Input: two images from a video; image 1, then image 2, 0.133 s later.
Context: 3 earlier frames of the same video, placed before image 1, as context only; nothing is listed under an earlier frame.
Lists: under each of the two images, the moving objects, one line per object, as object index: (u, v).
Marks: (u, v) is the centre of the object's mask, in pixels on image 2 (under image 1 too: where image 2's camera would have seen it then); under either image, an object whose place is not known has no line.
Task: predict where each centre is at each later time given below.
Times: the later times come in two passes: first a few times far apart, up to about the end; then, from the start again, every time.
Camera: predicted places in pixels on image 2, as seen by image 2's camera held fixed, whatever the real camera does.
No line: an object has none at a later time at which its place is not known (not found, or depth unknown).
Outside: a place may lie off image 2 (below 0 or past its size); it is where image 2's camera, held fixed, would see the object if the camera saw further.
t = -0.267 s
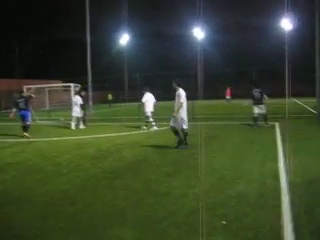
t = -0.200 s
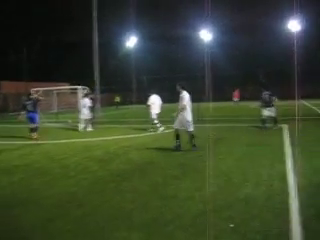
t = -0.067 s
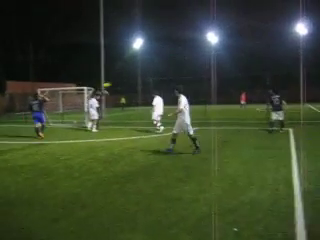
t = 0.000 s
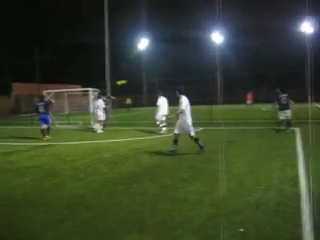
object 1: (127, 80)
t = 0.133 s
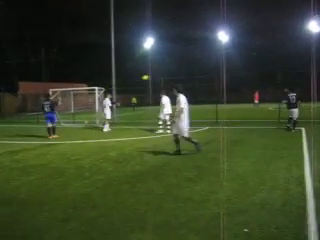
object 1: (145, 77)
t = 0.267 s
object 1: (164, 77)
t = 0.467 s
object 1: (193, 85)
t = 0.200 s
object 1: (155, 76)
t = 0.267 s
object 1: (164, 77)
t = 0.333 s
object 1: (173, 78)
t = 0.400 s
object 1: (182, 81)
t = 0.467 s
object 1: (193, 85)
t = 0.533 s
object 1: (203, 89)
